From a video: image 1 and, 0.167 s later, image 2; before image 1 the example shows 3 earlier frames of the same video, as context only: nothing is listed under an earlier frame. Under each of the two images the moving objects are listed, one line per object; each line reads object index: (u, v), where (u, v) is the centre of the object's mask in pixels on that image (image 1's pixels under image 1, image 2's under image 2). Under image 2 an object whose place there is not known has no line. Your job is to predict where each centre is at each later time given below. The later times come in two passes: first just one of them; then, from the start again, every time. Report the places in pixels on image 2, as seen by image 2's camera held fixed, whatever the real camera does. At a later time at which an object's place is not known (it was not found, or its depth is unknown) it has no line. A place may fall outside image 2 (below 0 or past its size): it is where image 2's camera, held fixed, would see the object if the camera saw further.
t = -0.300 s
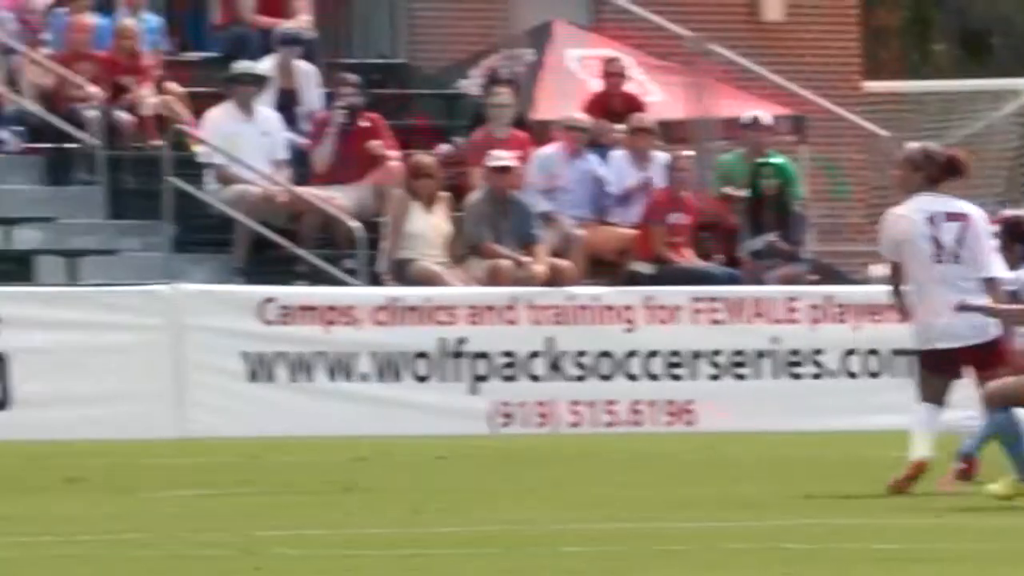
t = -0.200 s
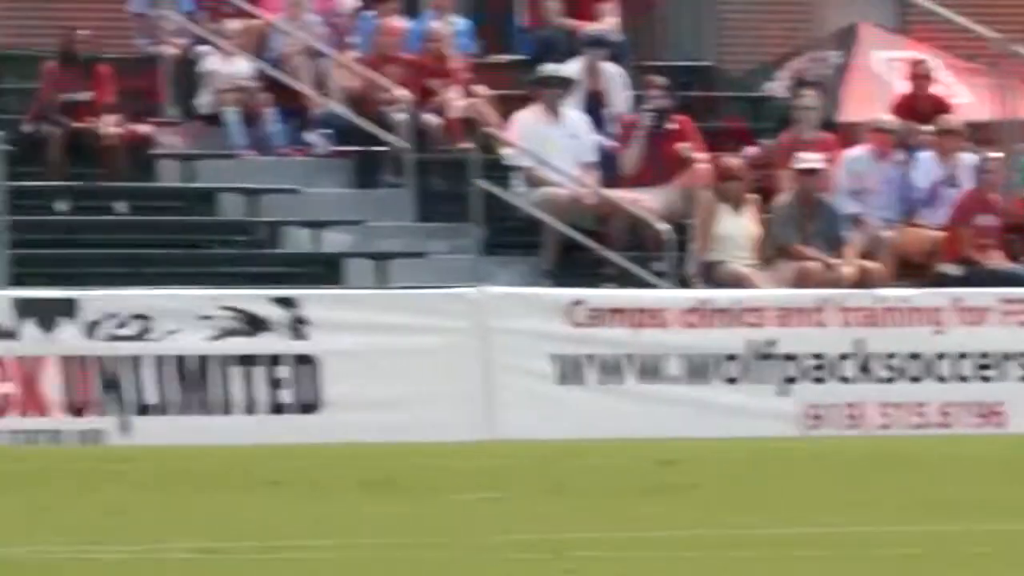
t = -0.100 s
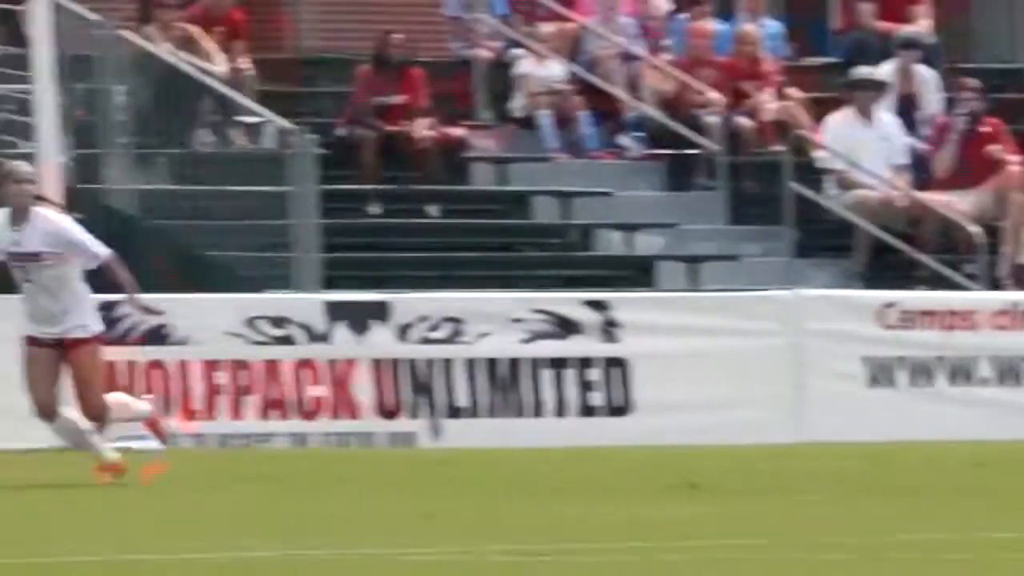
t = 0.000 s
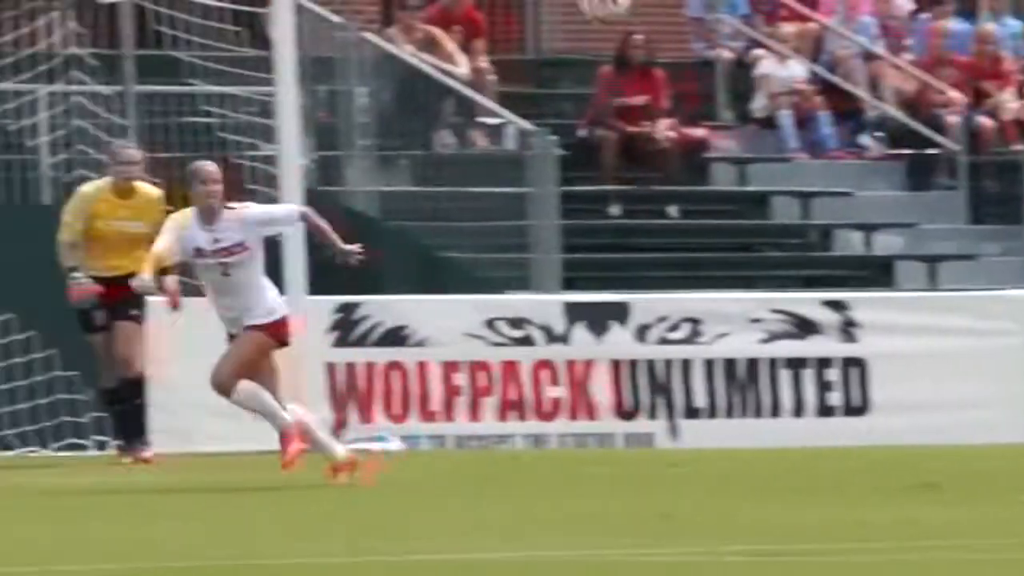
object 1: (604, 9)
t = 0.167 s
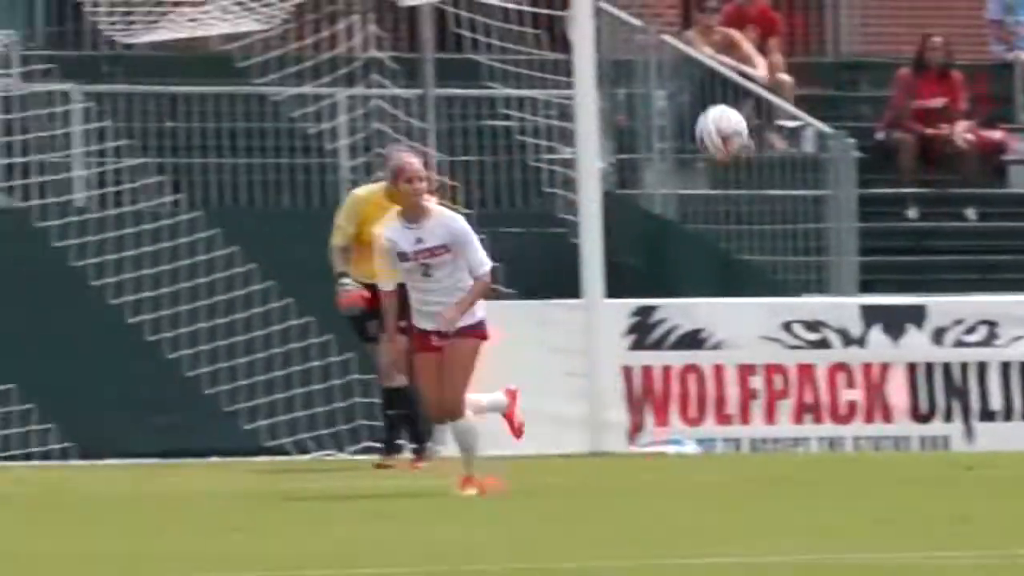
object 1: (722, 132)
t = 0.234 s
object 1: (650, 204)
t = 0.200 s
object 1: (687, 166)
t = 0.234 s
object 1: (650, 204)
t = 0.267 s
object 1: (617, 244)
